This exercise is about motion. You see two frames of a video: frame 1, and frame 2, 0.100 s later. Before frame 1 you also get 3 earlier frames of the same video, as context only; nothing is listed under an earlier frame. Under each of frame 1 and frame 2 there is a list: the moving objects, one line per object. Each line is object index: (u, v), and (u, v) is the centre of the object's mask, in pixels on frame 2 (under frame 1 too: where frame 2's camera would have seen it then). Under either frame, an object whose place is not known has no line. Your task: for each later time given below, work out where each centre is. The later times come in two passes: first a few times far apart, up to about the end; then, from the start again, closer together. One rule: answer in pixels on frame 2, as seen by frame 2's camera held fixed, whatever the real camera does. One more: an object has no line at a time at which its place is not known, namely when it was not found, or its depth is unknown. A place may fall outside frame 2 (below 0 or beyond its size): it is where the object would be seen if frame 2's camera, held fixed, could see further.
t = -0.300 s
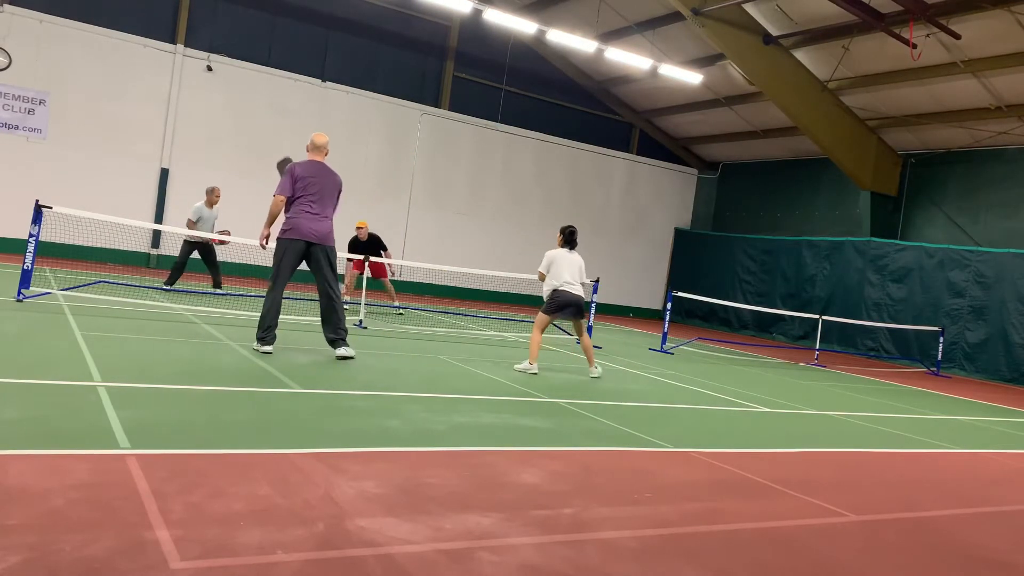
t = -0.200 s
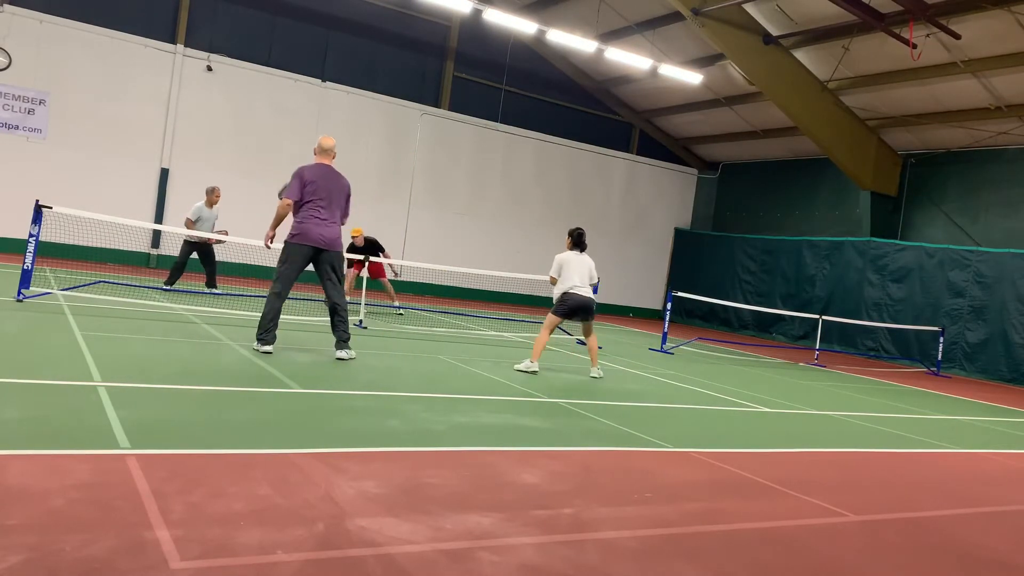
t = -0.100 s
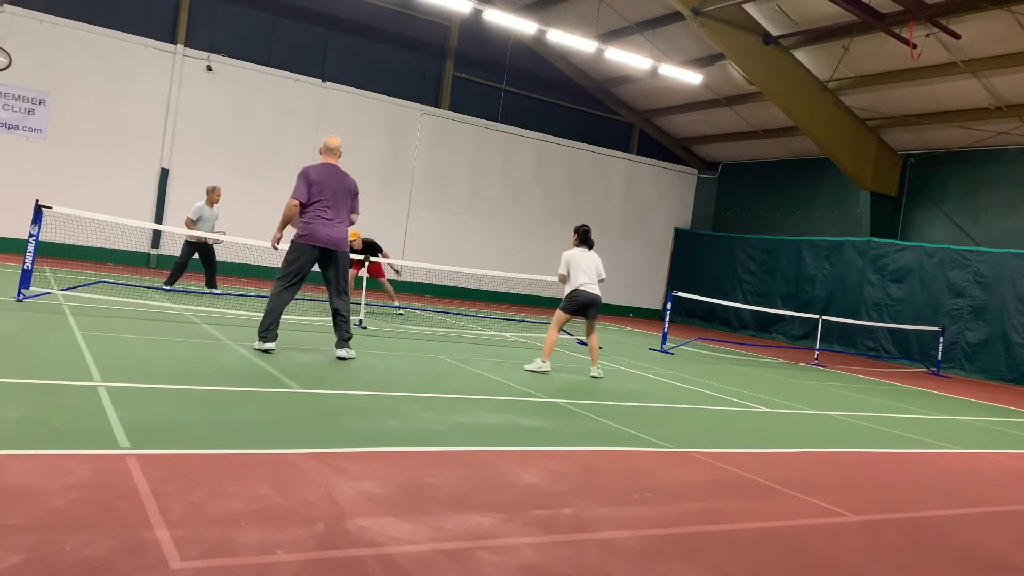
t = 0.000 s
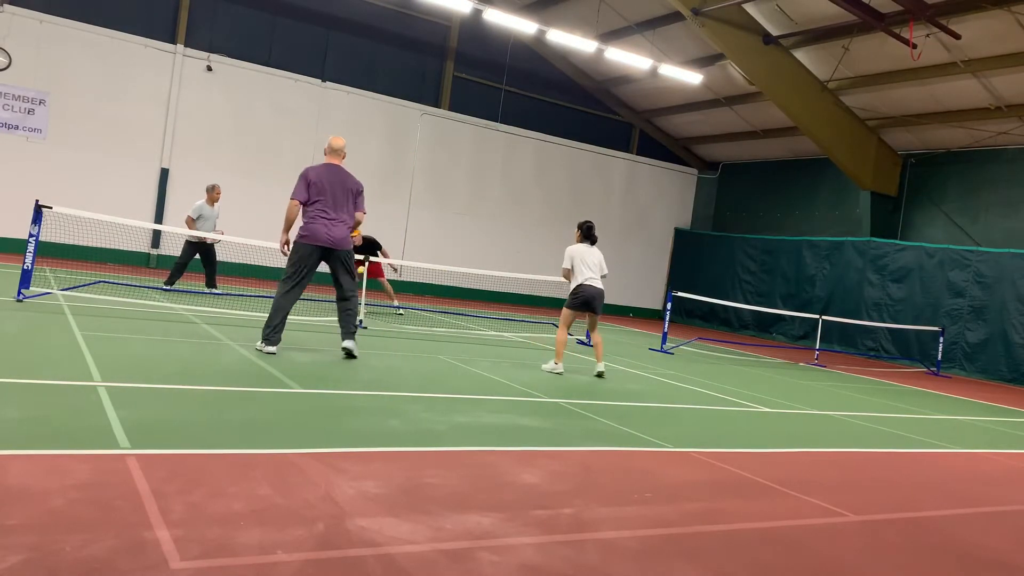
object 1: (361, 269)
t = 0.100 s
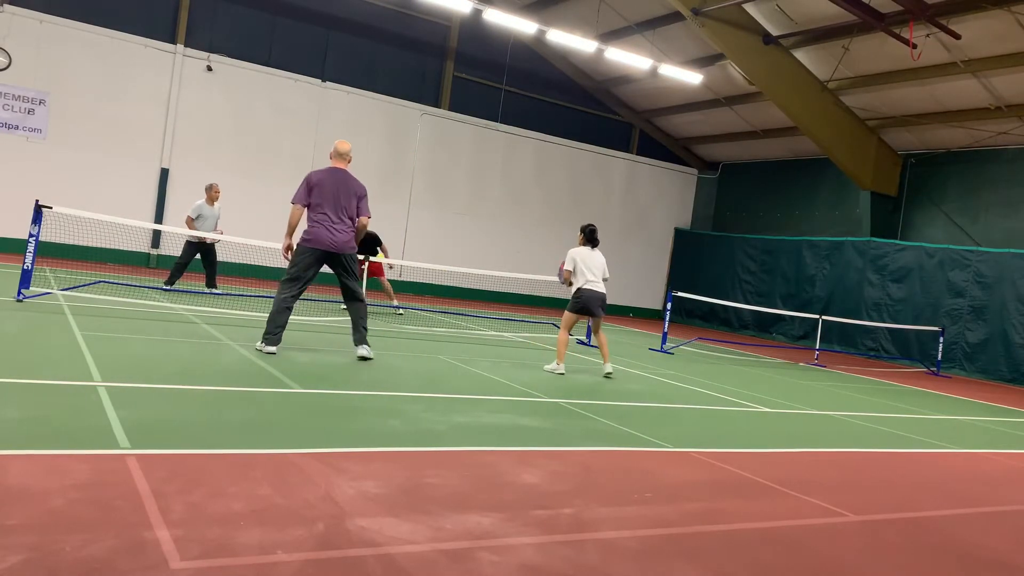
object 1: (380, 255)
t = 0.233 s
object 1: (406, 249)
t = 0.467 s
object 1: (454, 273)
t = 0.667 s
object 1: (495, 337)
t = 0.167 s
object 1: (394, 251)
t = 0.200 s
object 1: (400, 250)
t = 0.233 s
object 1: (406, 249)
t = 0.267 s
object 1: (413, 250)
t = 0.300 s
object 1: (420, 251)
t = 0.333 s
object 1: (427, 253)
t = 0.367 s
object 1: (434, 257)
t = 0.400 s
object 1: (440, 261)
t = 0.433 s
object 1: (447, 266)
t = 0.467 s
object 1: (454, 273)
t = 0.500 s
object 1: (461, 281)
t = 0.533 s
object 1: (468, 290)
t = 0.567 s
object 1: (474, 299)
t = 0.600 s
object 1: (481, 310)
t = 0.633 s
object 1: (489, 324)
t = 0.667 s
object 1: (495, 337)
